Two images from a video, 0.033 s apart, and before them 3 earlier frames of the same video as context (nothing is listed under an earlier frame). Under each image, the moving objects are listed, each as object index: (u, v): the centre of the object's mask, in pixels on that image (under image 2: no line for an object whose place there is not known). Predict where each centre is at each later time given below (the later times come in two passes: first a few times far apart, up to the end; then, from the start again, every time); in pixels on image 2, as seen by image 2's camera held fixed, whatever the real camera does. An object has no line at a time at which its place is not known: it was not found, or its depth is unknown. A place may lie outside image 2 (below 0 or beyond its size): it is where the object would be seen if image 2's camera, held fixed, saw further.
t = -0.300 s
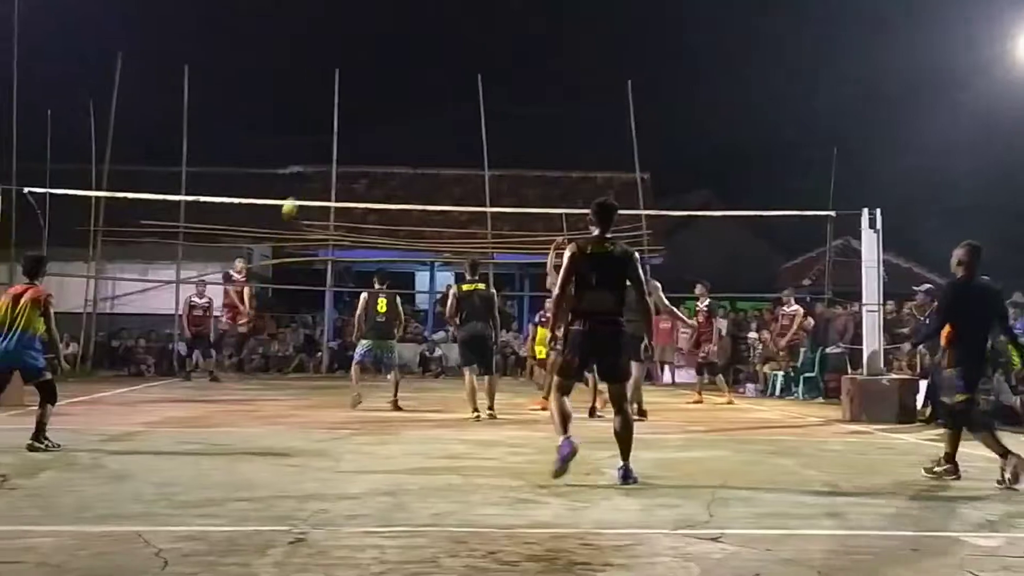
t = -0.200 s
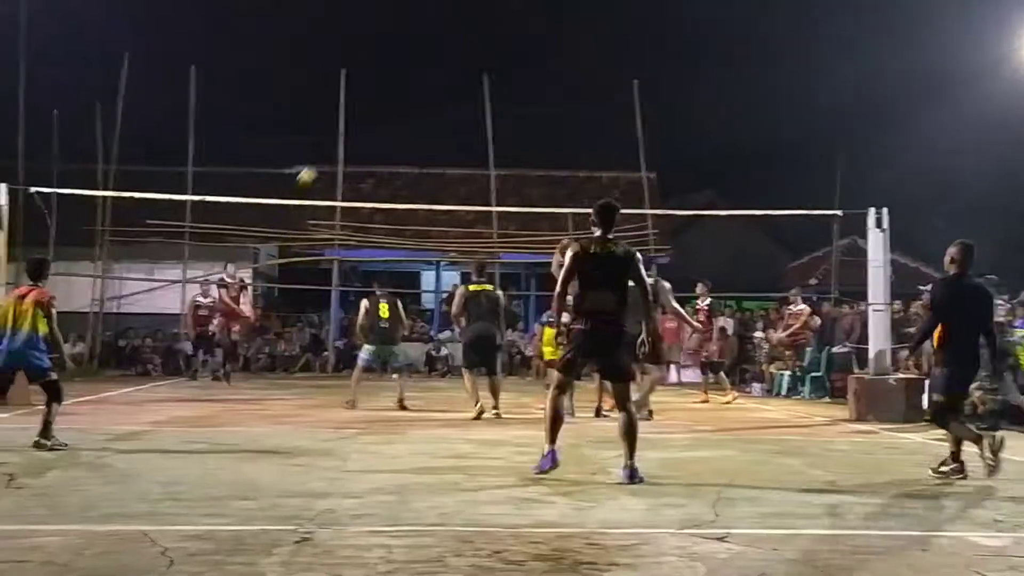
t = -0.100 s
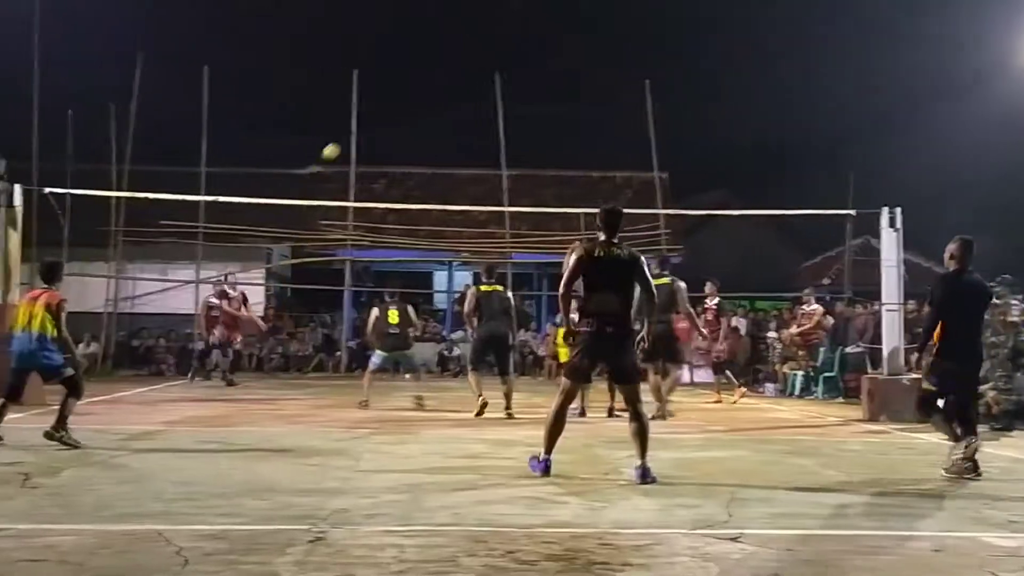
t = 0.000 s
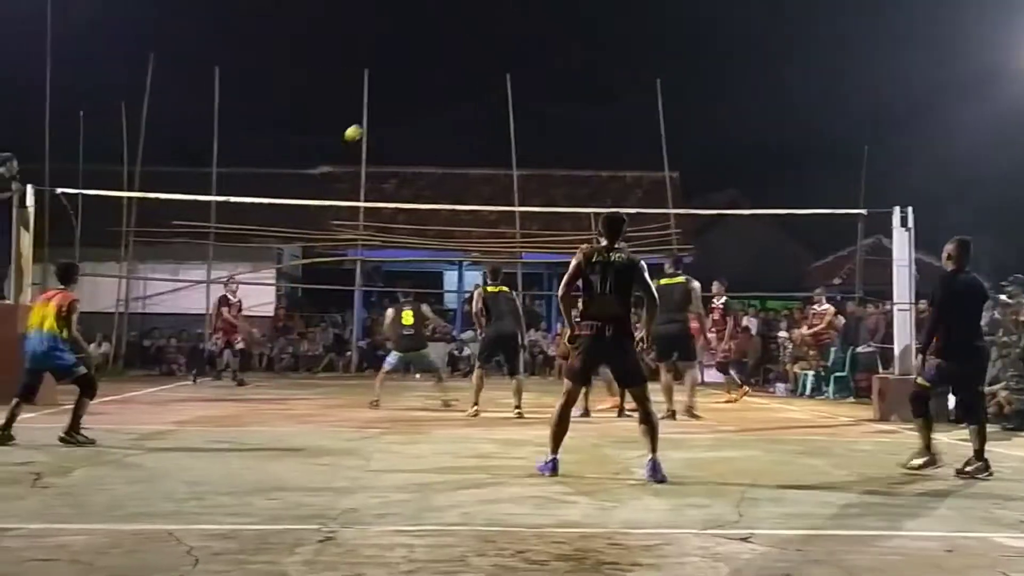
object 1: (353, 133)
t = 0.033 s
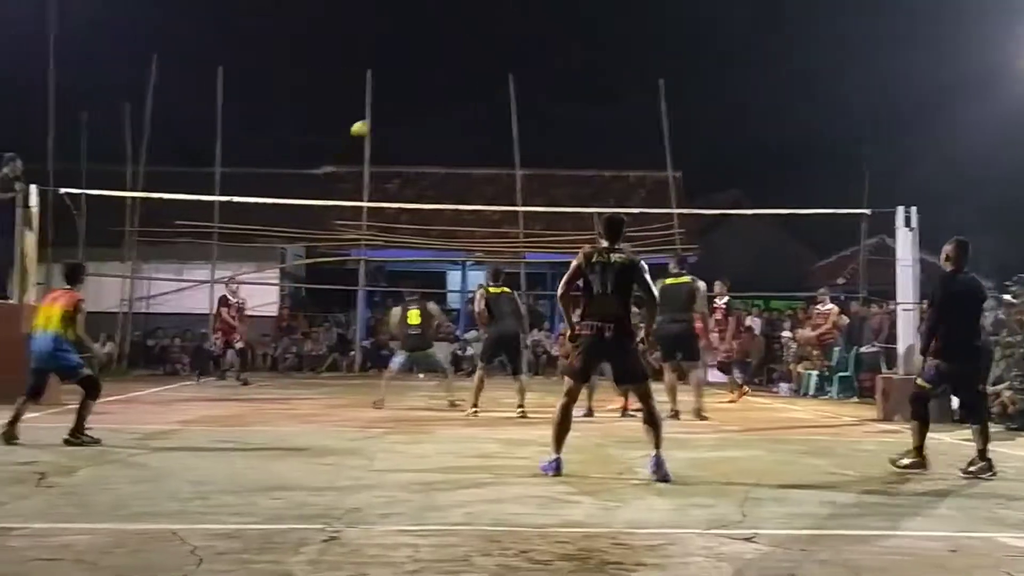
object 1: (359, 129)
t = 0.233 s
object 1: (384, 114)
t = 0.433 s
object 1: (410, 126)
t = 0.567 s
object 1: (427, 151)
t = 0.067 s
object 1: (364, 124)
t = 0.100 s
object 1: (368, 121)
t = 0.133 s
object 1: (372, 118)
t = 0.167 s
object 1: (376, 116)
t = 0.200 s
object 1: (380, 114)
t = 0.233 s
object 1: (384, 114)
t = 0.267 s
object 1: (389, 114)
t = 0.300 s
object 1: (393, 115)
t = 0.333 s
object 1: (397, 117)
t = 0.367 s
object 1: (401, 119)
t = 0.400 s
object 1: (406, 122)
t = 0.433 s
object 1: (410, 126)
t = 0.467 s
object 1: (414, 131)
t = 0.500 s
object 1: (418, 137)
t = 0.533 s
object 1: (422, 143)
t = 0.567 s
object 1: (427, 151)
